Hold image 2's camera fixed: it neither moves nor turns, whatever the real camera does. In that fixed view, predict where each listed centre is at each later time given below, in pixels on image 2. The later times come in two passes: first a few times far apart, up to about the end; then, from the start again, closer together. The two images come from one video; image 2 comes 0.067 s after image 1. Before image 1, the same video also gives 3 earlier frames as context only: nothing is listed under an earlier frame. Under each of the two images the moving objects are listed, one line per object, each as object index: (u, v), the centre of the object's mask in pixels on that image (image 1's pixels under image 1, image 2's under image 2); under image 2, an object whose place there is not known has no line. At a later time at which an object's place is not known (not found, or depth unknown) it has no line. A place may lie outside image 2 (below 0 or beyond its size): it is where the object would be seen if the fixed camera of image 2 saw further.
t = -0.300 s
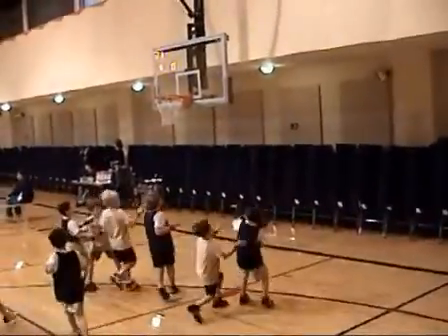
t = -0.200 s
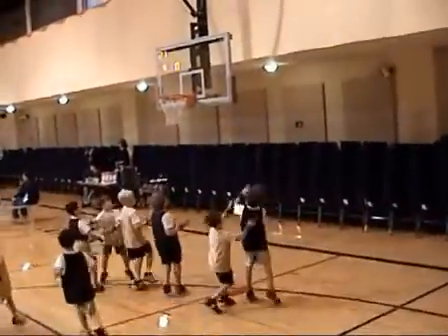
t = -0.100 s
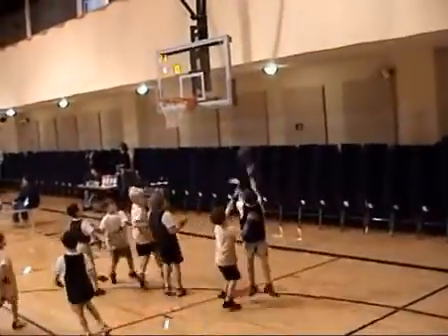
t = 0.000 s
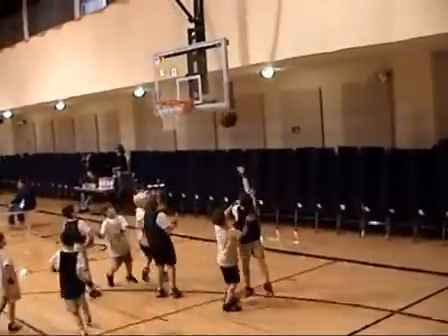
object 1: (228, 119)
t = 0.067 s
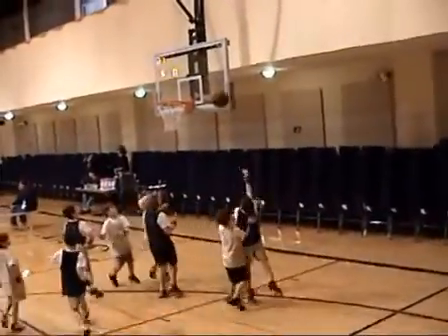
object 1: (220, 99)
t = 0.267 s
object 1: (193, 59)
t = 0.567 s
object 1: (166, 62)
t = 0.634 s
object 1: (161, 69)
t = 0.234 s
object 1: (194, 59)
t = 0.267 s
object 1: (193, 59)
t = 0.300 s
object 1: (189, 58)
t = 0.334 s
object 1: (186, 57)
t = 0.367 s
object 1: (184, 55)
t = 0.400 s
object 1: (181, 55)
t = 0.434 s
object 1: (178, 54)
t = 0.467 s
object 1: (175, 55)
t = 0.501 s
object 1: (171, 57)
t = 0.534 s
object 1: (168, 59)
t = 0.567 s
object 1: (166, 62)
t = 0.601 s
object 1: (163, 65)
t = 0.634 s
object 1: (161, 69)
